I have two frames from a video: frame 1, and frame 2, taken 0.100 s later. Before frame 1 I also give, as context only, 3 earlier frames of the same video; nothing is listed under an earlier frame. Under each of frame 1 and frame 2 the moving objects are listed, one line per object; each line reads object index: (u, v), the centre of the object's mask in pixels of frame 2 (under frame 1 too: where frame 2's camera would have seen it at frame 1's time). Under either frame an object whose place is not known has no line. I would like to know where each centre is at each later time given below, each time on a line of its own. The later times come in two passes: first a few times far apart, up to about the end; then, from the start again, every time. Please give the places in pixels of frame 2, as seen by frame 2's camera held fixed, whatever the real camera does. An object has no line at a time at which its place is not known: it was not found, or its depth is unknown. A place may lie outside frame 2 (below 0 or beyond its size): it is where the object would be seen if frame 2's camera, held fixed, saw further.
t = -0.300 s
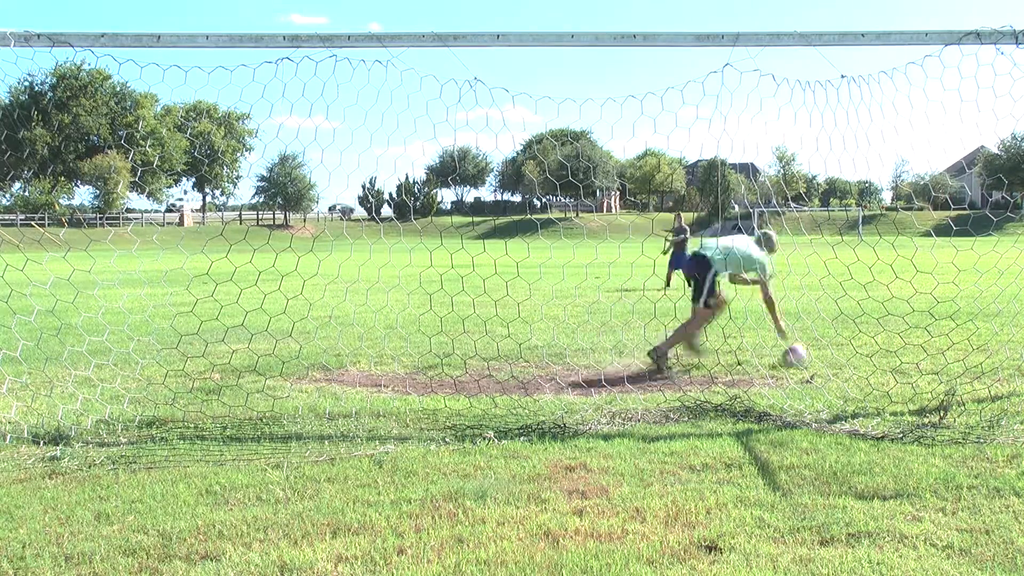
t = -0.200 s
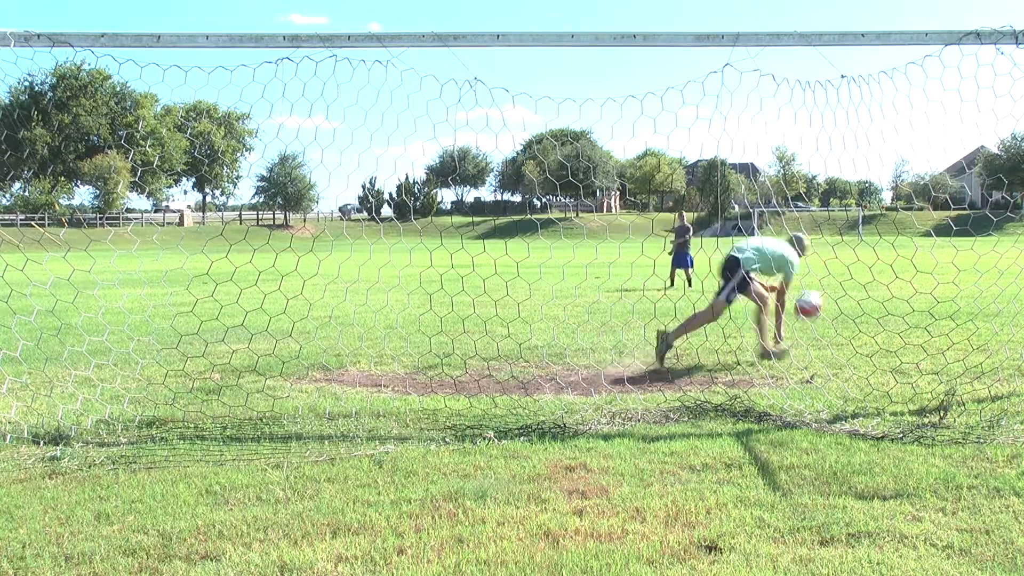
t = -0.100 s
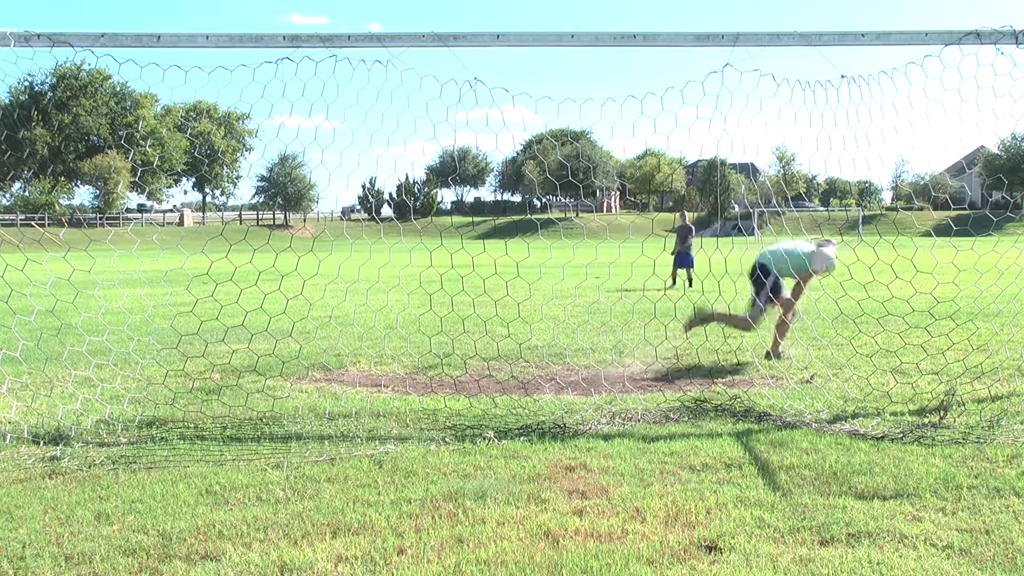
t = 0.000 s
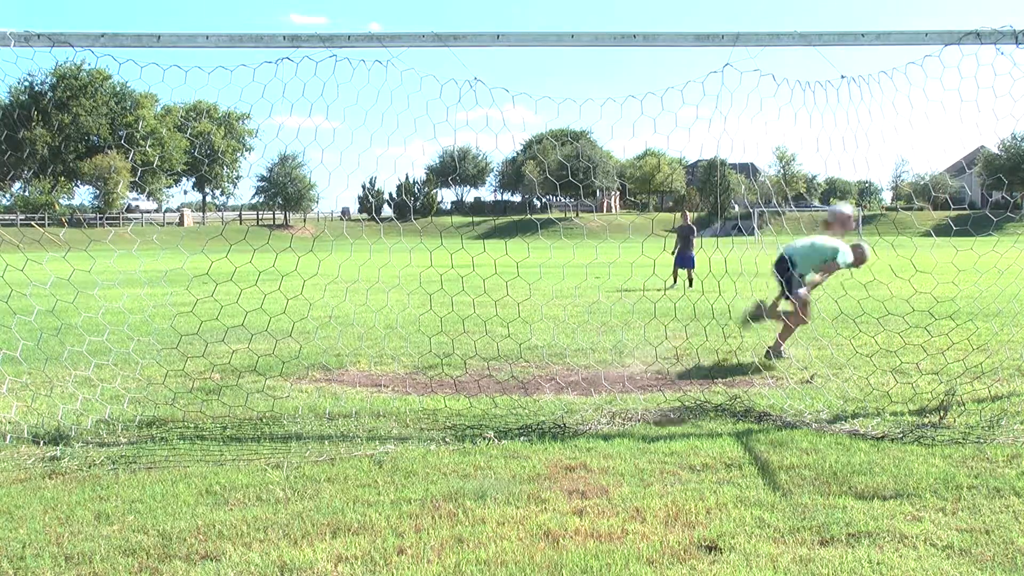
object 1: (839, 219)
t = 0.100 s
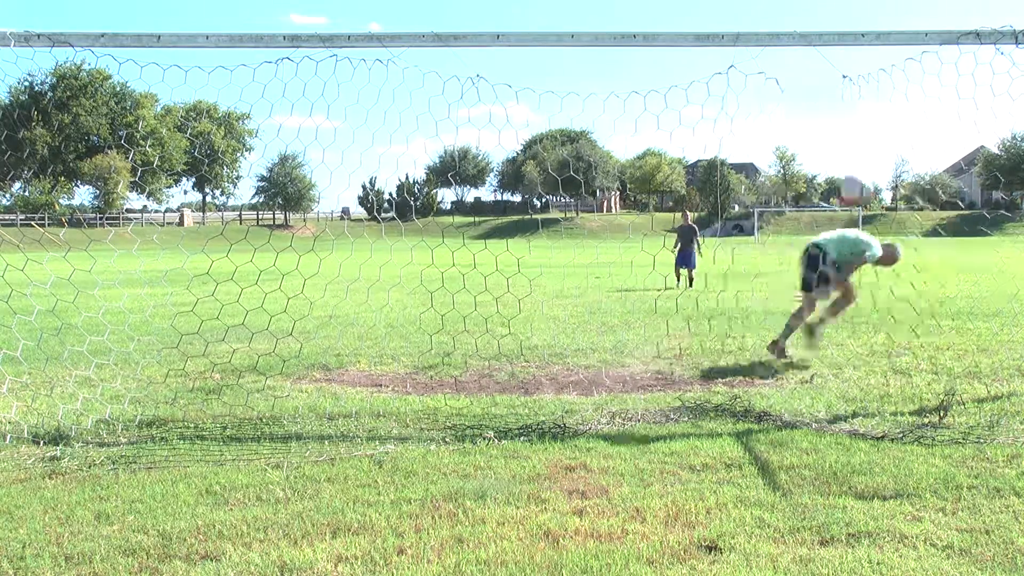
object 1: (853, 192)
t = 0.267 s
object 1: (871, 162)
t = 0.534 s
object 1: (889, 201)
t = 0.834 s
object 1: (905, 404)
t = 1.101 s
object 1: (935, 390)
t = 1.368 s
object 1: (940, 428)
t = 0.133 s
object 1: (858, 183)
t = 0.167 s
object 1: (862, 177)
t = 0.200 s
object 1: (865, 170)
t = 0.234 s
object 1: (868, 165)
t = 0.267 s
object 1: (871, 162)
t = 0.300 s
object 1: (874, 161)
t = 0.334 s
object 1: (876, 161)
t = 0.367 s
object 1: (878, 163)
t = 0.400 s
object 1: (880, 168)
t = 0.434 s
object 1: (882, 175)
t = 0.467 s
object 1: (885, 182)
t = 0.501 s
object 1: (887, 192)
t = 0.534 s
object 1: (889, 201)
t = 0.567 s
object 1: (892, 216)
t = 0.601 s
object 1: (893, 232)
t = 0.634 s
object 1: (895, 250)
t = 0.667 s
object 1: (896, 272)
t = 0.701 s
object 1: (899, 295)
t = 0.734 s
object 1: (899, 318)
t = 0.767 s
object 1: (902, 345)
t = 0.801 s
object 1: (903, 373)
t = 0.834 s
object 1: (905, 404)
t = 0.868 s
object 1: (906, 427)
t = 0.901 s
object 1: (913, 422)
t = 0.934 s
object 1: (918, 413)
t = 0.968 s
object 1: (922, 403)
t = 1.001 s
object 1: (926, 397)
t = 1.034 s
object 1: (930, 393)
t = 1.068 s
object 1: (933, 391)
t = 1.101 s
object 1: (935, 390)
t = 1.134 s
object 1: (937, 393)
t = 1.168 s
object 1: (938, 397)
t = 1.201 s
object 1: (940, 403)
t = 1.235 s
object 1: (940, 410)
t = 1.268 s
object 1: (942, 421)
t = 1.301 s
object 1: (941, 427)
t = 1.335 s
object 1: (941, 429)
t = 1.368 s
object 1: (940, 428)
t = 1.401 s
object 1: (939, 426)
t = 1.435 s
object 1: (939, 425)
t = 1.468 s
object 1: (937, 425)
